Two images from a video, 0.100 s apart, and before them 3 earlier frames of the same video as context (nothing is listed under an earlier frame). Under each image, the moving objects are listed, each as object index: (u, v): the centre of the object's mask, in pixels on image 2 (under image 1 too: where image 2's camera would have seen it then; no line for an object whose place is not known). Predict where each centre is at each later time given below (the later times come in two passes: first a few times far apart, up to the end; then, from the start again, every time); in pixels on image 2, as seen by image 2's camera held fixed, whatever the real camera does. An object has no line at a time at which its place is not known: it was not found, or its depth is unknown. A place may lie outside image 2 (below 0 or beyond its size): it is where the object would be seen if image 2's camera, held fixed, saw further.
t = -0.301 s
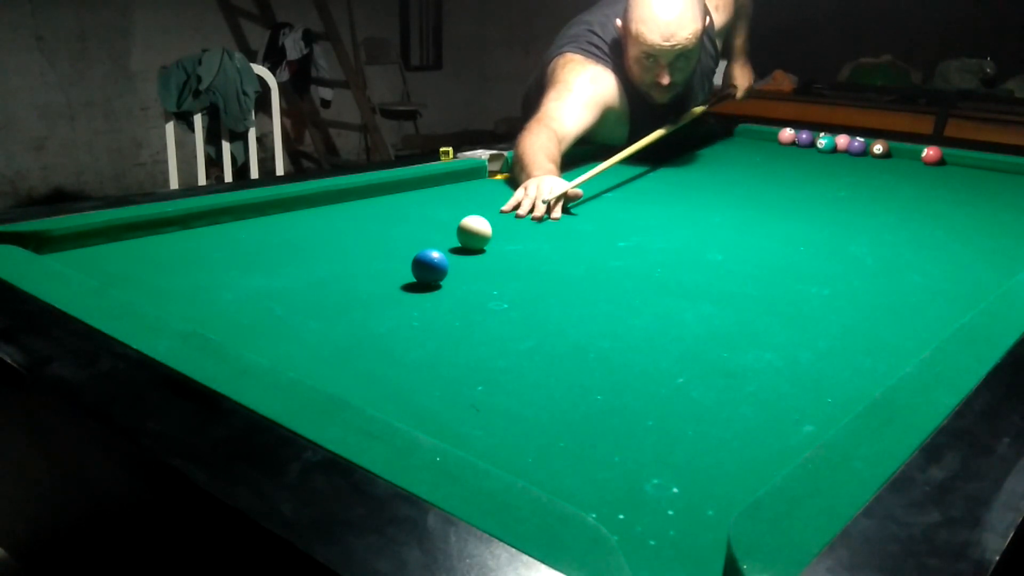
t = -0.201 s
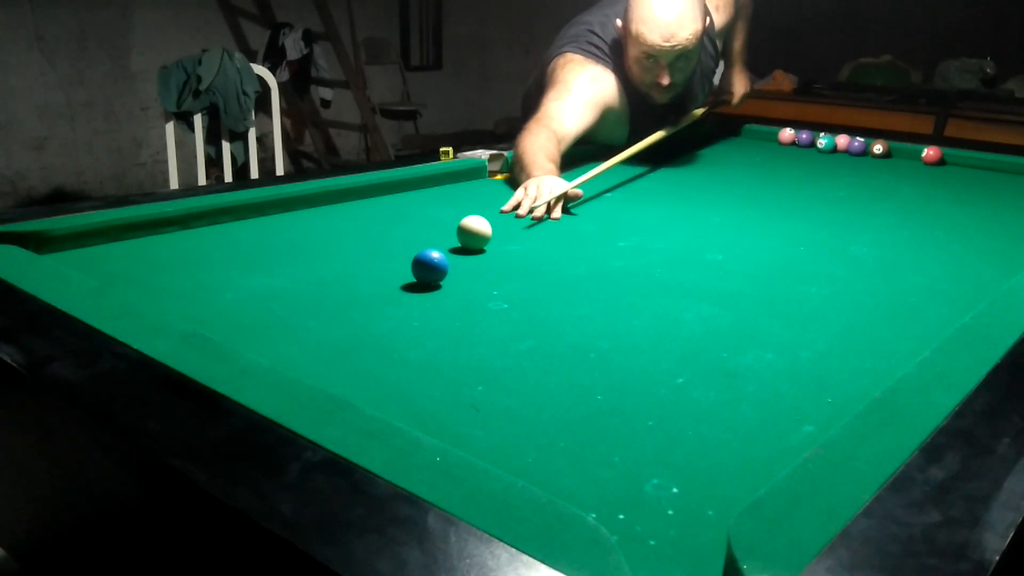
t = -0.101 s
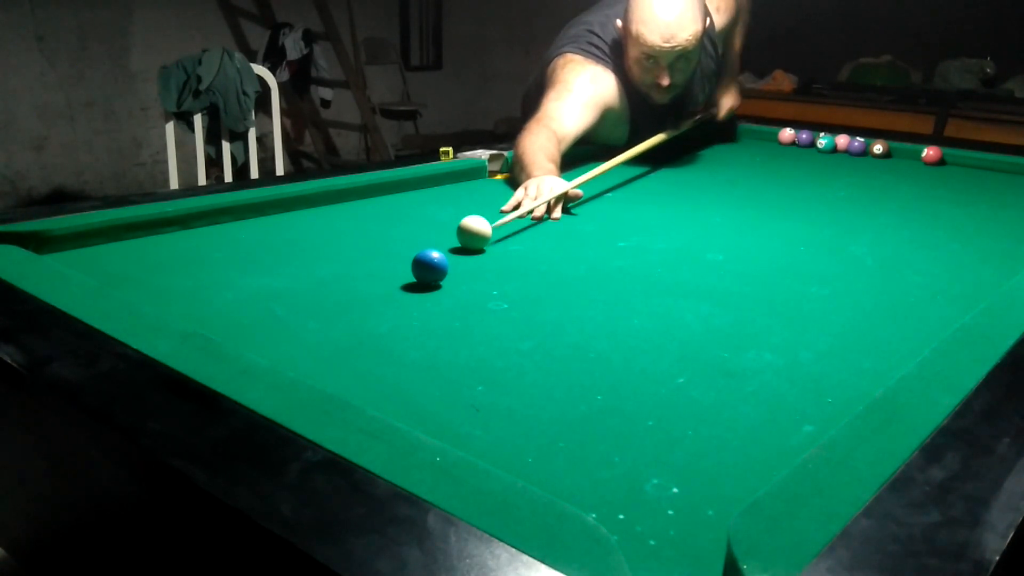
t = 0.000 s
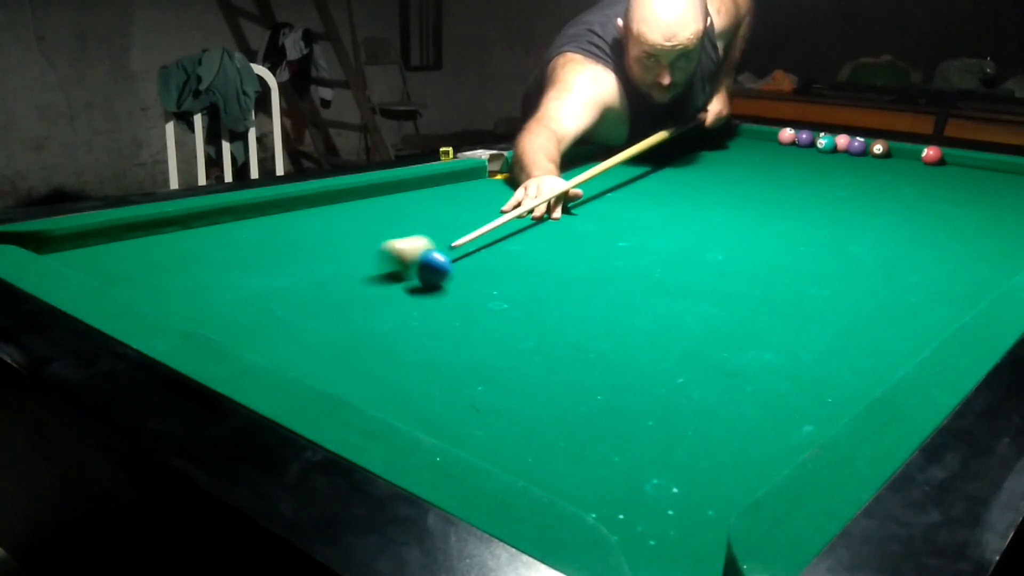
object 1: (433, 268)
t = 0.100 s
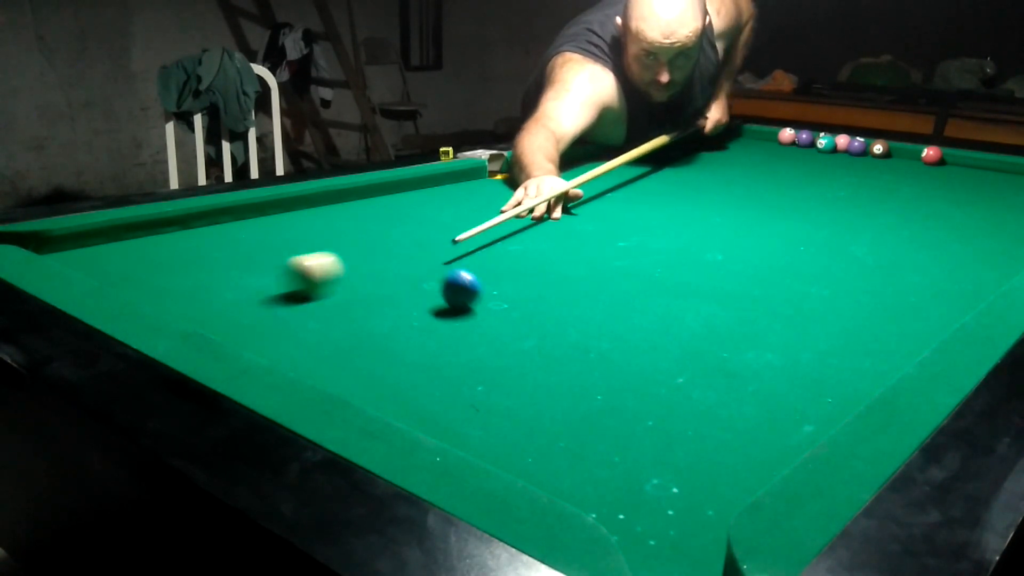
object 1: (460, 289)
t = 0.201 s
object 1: (487, 309)
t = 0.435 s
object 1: (563, 366)
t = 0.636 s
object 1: (647, 430)
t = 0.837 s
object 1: (695, 486)
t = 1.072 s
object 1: (553, 463)
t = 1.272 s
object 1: (462, 435)
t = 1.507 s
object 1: (425, 410)
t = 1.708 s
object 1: (400, 390)
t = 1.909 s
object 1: (379, 373)
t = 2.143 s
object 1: (359, 358)
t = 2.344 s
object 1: (345, 348)
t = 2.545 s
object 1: (333, 341)
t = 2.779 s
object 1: (323, 336)
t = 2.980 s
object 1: (318, 334)
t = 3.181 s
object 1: (318, 333)
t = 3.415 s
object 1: (318, 334)
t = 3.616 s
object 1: (318, 334)
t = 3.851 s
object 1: (318, 334)
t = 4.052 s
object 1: (318, 334)
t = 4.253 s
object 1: (318, 334)
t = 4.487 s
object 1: (318, 334)
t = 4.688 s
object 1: (318, 334)
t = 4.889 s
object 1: (318, 334)
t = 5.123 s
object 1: (318, 333)
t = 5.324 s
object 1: (318, 333)
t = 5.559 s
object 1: (318, 333)
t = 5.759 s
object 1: (318, 334)
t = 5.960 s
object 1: (318, 334)
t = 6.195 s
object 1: (318, 333)
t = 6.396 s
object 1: (318, 334)
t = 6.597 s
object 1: (318, 334)
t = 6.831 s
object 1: (318, 334)
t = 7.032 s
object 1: (318, 334)
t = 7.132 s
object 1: (318, 334)
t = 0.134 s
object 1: (469, 295)
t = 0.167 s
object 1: (478, 302)
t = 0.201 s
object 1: (487, 309)
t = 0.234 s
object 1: (496, 316)
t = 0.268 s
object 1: (506, 323)
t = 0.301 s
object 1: (517, 331)
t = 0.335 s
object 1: (528, 339)
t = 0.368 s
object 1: (538, 347)
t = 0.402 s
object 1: (550, 357)
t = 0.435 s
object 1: (563, 366)
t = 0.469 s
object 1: (575, 375)
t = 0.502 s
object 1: (588, 385)
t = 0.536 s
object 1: (602, 396)
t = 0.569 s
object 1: (616, 406)
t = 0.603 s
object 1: (631, 418)
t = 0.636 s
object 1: (647, 430)
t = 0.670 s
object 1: (663, 442)
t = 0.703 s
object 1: (679, 455)
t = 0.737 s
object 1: (698, 469)
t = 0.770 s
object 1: (717, 484)
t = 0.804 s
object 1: (718, 488)
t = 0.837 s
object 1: (695, 486)
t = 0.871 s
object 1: (674, 482)
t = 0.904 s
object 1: (653, 478)
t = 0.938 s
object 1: (632, 475)
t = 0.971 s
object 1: (612, 472)
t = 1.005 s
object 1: (591, 469)
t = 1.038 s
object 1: (573, 466)
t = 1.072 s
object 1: (553, 463)
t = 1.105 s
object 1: (535, 458)
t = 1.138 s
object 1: (517, 453)
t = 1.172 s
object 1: (500, 448)
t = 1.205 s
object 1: (484, 443)
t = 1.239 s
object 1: (468, 438)
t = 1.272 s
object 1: (462, 435)
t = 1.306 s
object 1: (456, 431)
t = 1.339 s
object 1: (450, 427)
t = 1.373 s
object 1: (444, 423)
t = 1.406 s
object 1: (439, 419)
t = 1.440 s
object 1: (434, 416)
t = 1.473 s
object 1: (429, 413)
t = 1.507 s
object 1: (425, 410)
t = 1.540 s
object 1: (420, 406)
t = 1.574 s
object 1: (416, 403)
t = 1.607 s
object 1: (412, 399)
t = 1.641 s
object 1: (408, 396)
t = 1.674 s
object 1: (404, 392)
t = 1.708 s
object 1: (400, 390)
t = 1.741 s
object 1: (396, 386)
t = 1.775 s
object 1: (393, 384)
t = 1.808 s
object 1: (389, 381)
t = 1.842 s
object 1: (386, 378)
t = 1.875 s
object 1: (382, 376)
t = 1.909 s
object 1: (379, 373)
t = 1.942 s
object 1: (376, 370)
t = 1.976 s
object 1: (373, 368)
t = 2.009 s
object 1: (370, 366)
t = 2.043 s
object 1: (367, 364)
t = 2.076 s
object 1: (365, 361)
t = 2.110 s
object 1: (362, 359)
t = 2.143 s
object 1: (359, 358)
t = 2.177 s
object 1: (357, 356)
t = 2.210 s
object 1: (354, 355)
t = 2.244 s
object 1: (351, 352)
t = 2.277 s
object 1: (349, 351)
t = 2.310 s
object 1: (347, 349)
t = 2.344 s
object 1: (345, 348)
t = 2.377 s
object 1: (342, 347)
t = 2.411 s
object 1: (340, 345)
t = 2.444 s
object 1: (339, 344)
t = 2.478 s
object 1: (336, 343)
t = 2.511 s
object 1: (335, 342)
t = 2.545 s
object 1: (333, 341)
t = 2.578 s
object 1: (331, 340)
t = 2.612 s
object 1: (330, 339)
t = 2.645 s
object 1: (328, 339)
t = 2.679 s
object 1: (327, 338)
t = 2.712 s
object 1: (325, 337)
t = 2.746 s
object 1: (324, 337)
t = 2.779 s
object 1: (323, 336)
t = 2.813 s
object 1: (322, 336)
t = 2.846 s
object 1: (321, 335)
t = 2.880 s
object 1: (321, 335)
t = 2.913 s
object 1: (320, 335)
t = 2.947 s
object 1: (319, 334)
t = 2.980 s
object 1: (318, 334)
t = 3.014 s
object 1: (318, 334)
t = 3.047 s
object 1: (318, 334)
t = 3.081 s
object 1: (318, 334)
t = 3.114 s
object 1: (318, 334)
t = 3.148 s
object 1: (318, 334)
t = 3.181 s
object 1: (318, 333)
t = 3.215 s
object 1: (318, 333)
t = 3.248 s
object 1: (318, 333)
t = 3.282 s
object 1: (318, 334)
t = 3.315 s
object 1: (318, 334)
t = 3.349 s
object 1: (318, 334)
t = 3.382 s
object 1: (318, 334)
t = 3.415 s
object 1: (318, 334)
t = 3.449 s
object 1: (318, 334)
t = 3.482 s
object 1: (318, 334)
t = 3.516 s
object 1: (318, 334)
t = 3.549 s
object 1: (318, 334)
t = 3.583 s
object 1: (318, 334)
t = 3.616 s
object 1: (318, 334)
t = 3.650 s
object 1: (318, 334)
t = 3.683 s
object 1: (318, 334)
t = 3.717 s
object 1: (318, 334)
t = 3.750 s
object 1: (318, 334)
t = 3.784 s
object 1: (318, 334)
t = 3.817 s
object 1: (318, 334)
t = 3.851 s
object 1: (318, 334)
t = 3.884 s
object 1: (318, 334)
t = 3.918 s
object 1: (318, 334)
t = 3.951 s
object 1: (318, 334)
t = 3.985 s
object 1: (318, 334)
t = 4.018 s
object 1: (318, 334)
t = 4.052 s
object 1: (318, 334)
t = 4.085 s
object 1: (318, 333)
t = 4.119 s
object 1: (318, 333)
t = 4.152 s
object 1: (318, 333)
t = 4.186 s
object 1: (318, 334)
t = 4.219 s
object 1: (318, 334)
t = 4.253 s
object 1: (318, 334)
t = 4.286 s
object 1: (318, 334)
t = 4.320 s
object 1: (318, 334)
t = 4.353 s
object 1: (318, 334)
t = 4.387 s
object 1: (318, 334)
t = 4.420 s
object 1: (318, 334)
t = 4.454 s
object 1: (318, 334)
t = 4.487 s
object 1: (318, 334)
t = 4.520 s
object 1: (318, 334)
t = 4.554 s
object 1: (318, 334)
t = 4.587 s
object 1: (318, 334)
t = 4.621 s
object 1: (318, 334)
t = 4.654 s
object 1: (318, 334)
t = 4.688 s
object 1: (318, 334)
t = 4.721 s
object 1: (318, 334)
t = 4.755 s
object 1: (318, 334)
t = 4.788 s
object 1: (318, 334)
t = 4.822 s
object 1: (318, 334)
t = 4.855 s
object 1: (318, 334)
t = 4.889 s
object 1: (318, 334)
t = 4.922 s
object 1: (318, 333)
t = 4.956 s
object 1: (318, 333)
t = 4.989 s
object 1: (318, 333)
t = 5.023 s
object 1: (318, 334)
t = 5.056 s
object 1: (318, 333)
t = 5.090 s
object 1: (318, 334)
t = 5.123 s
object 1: (318, 333)
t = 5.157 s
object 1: (318, 333)
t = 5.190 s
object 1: (318, 333)
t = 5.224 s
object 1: (318, 333)
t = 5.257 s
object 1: (318, 334)
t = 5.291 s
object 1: (318, 333)
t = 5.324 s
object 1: (318, 333)
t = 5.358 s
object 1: (318, 333)
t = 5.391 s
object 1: (318, 333)
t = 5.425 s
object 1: (318, 334)
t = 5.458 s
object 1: (318, 334)
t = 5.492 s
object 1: (318, 333)
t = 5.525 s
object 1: (318, 333)
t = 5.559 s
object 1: (318, 333)
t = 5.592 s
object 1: (318, 334)
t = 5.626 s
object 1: (318, 334)
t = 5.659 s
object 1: (318, 334)
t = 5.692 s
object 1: (318, 333)
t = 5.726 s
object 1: (318, 333)
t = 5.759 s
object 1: (318, 334)
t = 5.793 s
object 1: (318, 334)
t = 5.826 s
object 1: (318, 334)
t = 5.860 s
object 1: (318, 333)
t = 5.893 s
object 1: (318, 334)
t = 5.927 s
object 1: (318, 334)
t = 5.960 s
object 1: (318, 334)
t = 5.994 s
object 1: (318, 333)
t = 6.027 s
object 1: (318, 333)
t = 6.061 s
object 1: (318, 333)
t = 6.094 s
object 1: (318, 333)
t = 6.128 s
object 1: (318, 334)
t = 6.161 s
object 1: (318, 334)
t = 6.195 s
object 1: (318, 333)
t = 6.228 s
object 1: (318, 334)
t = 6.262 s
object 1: (318, 334)
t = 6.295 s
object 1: (318, 334)
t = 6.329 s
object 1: (318, 334)
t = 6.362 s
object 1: (318, 334)
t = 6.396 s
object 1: (318, 334)
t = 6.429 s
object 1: (318, 334)
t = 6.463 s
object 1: (318, 334)
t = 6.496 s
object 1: (318, 334)
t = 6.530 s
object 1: (318, 334)
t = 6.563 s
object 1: (318, 334)
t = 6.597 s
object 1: (318, 334)
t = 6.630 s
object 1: (318, 334)
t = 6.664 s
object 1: (318, 334)
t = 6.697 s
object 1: (318, 334)
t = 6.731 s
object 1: (318, 334)
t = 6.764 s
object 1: (318, 334)
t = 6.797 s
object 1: (318, 334)
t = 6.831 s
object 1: (318, 334)
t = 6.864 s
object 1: (318, 334)
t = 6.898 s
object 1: (318, 334)
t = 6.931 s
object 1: (318, 334)
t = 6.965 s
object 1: (318, 334)
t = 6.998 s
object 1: (318, 334)
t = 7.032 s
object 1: (318, 334)
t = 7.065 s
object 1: (318, 334)
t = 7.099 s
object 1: (318, 334)
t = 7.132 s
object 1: (318, 334)
